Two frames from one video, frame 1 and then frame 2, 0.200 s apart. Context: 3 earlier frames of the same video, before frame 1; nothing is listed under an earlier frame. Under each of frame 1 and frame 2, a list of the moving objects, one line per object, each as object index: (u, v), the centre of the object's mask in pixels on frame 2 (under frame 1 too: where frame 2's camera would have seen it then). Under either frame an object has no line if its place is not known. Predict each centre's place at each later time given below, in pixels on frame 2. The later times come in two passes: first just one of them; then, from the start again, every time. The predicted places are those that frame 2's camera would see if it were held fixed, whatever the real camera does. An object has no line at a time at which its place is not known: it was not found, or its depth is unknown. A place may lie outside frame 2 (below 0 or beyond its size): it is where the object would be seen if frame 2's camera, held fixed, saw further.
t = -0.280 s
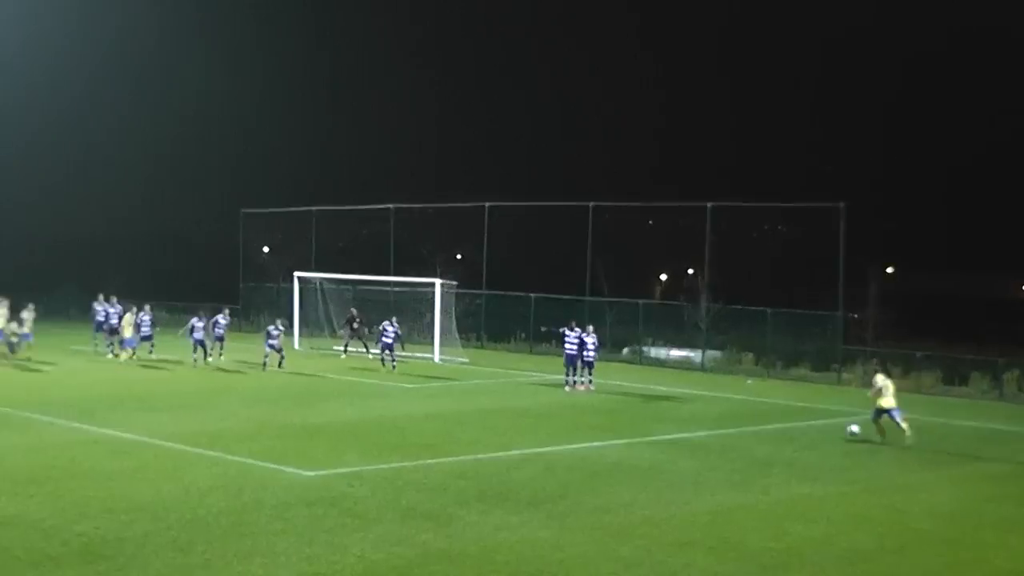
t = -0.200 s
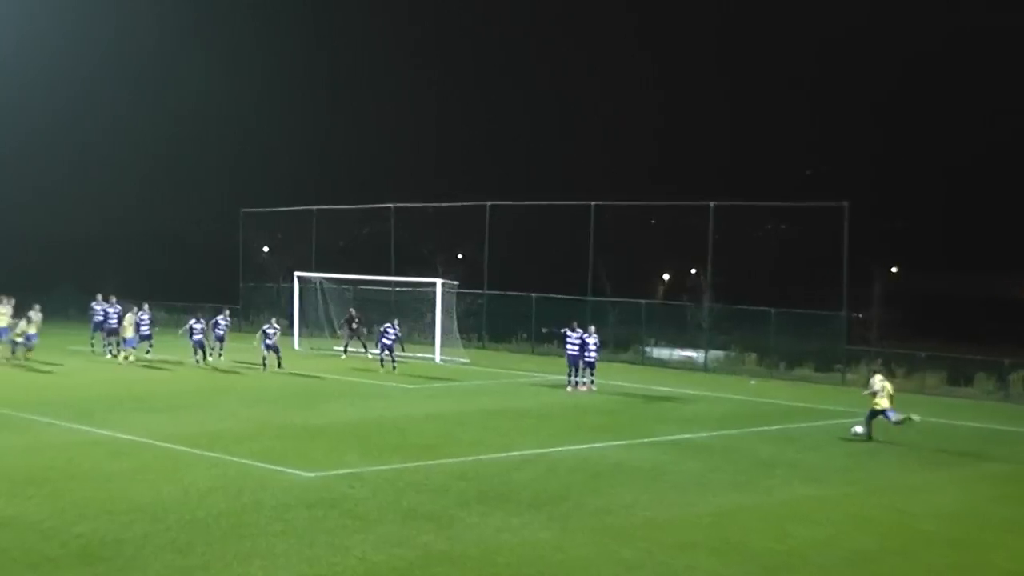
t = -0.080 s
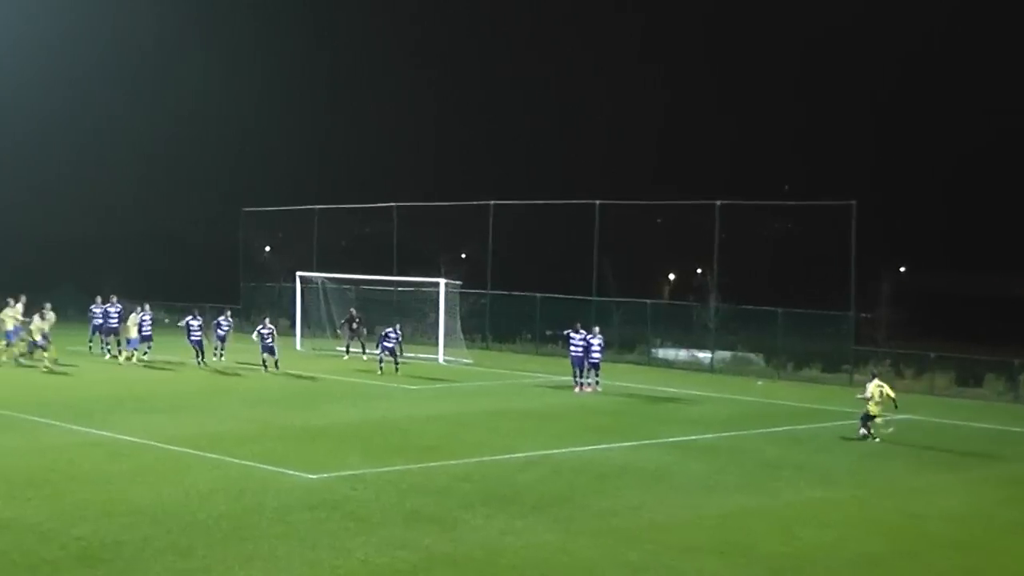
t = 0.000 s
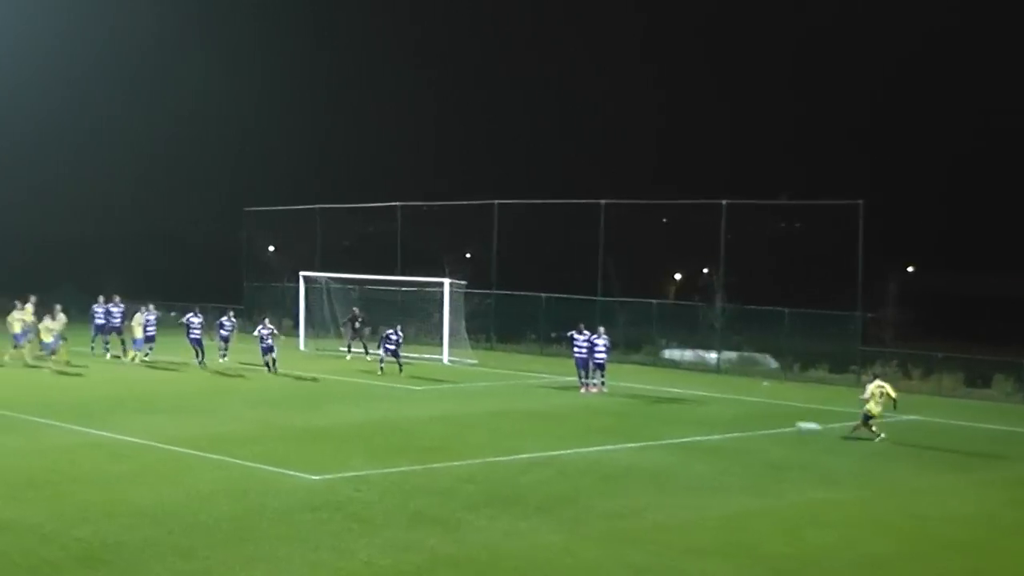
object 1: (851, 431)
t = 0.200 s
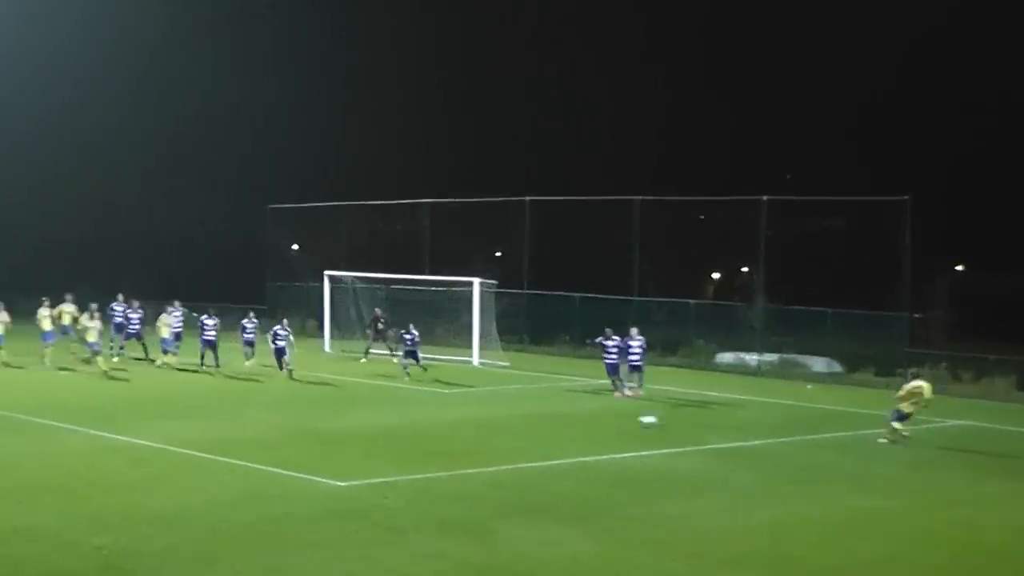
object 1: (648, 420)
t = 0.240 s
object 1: (611, 420)
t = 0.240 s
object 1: (611, 420)
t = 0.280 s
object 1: (578, 417)
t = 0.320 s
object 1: (545, 414)
